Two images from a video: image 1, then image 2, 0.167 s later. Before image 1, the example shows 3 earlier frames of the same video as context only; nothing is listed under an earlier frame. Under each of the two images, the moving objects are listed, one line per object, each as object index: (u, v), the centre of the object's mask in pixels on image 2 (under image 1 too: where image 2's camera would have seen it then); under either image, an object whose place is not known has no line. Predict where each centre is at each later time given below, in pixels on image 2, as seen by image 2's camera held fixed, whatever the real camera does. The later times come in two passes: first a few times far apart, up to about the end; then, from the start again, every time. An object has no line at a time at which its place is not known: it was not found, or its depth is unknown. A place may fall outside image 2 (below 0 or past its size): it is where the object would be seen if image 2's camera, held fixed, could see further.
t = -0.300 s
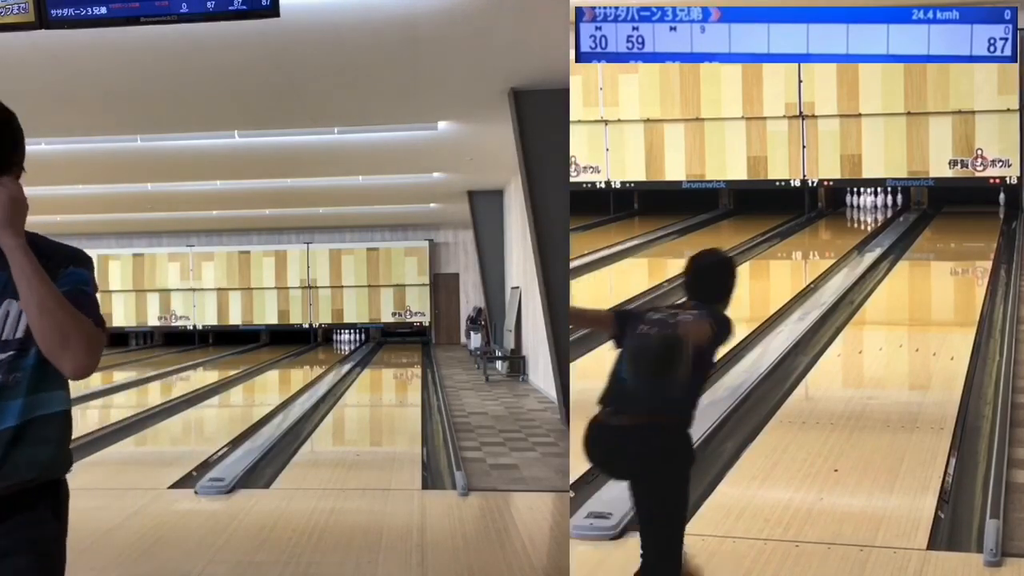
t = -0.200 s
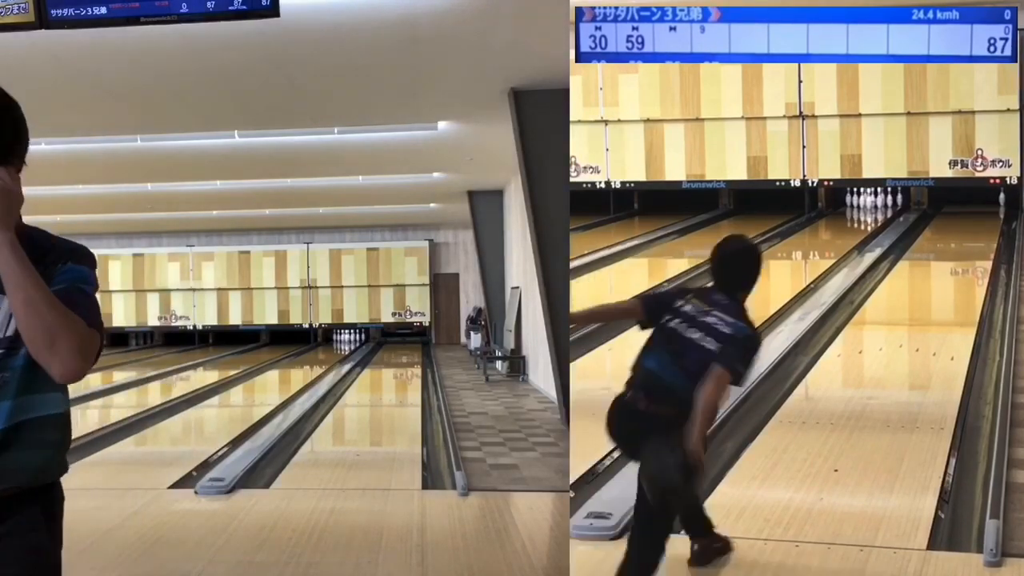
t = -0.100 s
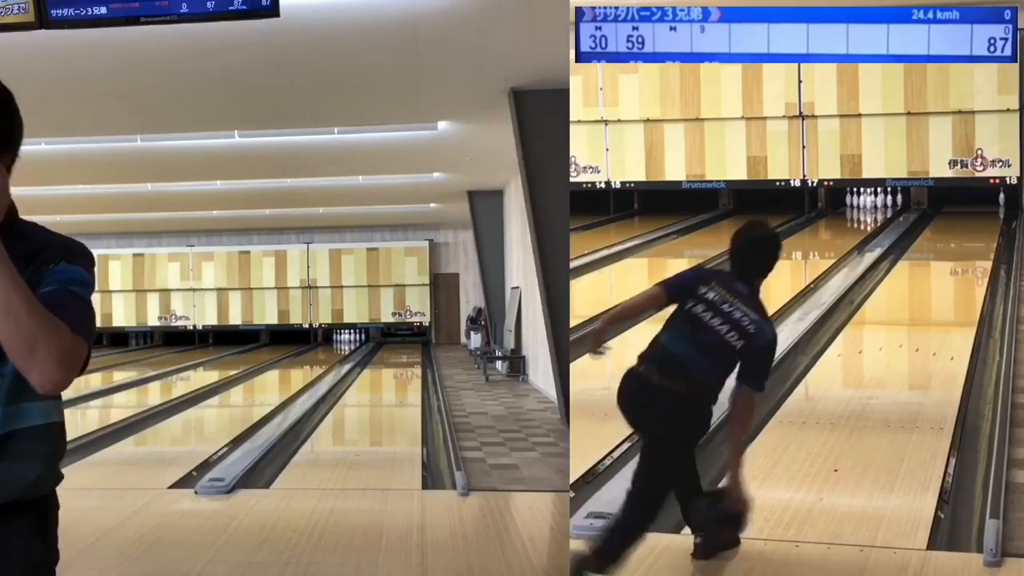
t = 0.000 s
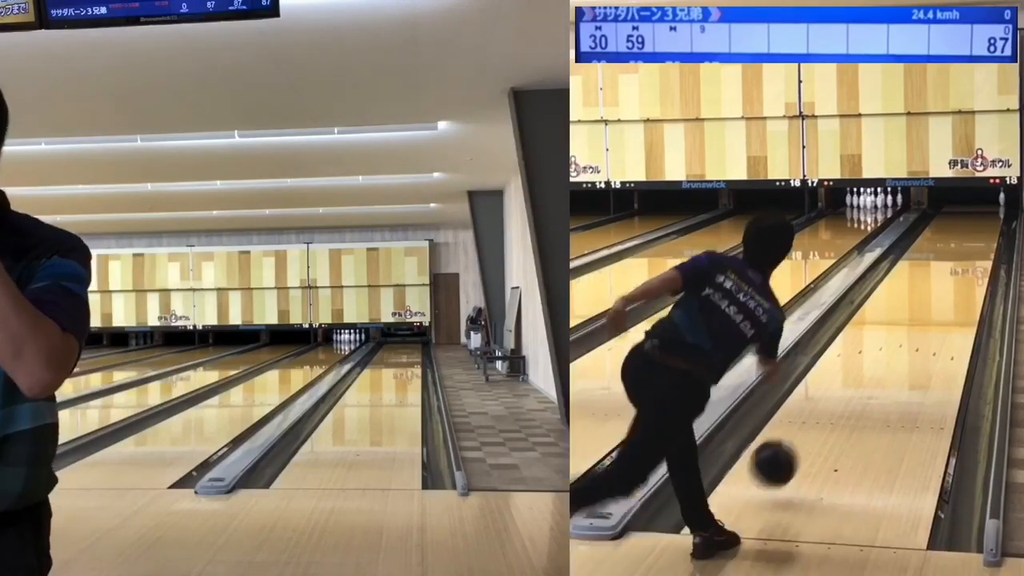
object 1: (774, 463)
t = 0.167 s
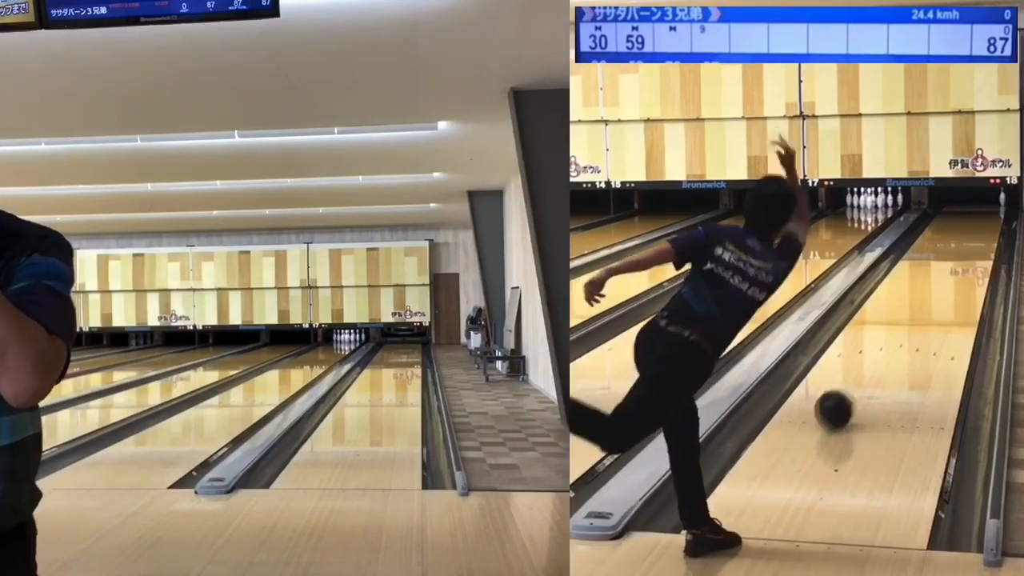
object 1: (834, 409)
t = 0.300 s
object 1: (868, 368)
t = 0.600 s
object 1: (918, 307)
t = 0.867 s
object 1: (946, 272)
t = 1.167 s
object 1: (967, 245)
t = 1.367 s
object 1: (978, 231)
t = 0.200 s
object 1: (844, 398)
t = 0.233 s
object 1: (852, 388)
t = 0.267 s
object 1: (860, 378)
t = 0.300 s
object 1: (868, 368)
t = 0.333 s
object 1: (875, 360)
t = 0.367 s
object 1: (882, 352)
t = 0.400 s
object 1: (887, 345)
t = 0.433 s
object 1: (893, 337)
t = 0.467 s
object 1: (899, 331)
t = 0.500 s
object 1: (904, 324)
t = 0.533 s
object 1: (909, 318)
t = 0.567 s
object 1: (913, 312)
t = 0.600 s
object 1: (918, 307)
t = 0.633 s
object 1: (922, 302)
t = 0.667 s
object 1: (926, 297)
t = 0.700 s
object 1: (930, 292)
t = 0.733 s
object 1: (933, 288)
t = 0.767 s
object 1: (937, 284)
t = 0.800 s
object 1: (940, 280)
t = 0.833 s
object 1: (943, 276)
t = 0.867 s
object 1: (946, 272)
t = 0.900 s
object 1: (949, 268)
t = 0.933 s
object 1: (952, 265)
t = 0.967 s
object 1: (954, 262)
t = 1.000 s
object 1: (956, 259)
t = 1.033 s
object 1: (959, 256)
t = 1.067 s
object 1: (961, 253)
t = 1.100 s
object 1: (963, 250)
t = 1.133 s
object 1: (966, 247)
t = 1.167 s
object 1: (967, 245)
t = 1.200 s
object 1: (970, 243)
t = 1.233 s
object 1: (972, 240)
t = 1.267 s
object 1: (973, 238)
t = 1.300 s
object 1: (975, 236)
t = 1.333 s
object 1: (977, 234)
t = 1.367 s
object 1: (978, 231)
